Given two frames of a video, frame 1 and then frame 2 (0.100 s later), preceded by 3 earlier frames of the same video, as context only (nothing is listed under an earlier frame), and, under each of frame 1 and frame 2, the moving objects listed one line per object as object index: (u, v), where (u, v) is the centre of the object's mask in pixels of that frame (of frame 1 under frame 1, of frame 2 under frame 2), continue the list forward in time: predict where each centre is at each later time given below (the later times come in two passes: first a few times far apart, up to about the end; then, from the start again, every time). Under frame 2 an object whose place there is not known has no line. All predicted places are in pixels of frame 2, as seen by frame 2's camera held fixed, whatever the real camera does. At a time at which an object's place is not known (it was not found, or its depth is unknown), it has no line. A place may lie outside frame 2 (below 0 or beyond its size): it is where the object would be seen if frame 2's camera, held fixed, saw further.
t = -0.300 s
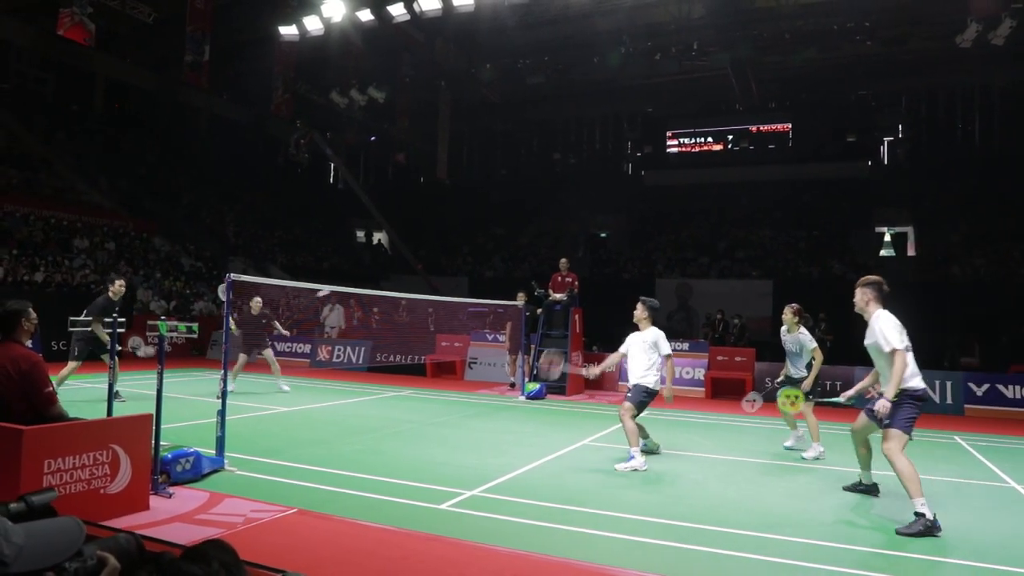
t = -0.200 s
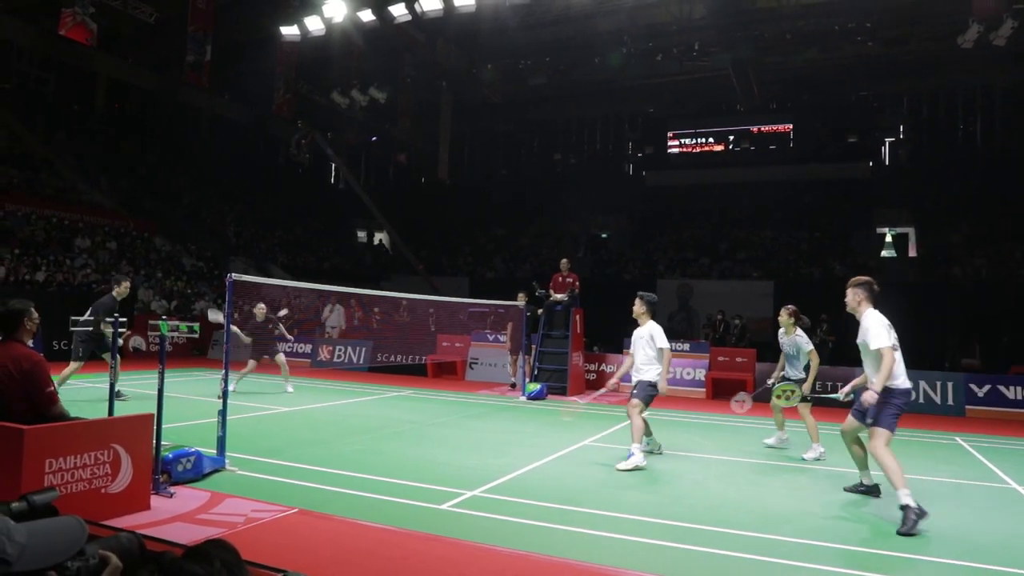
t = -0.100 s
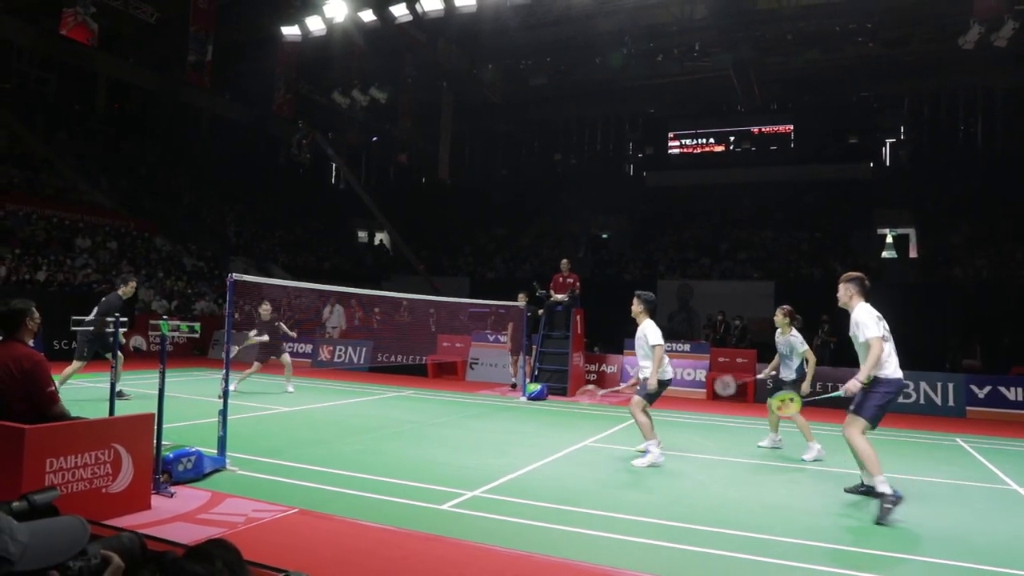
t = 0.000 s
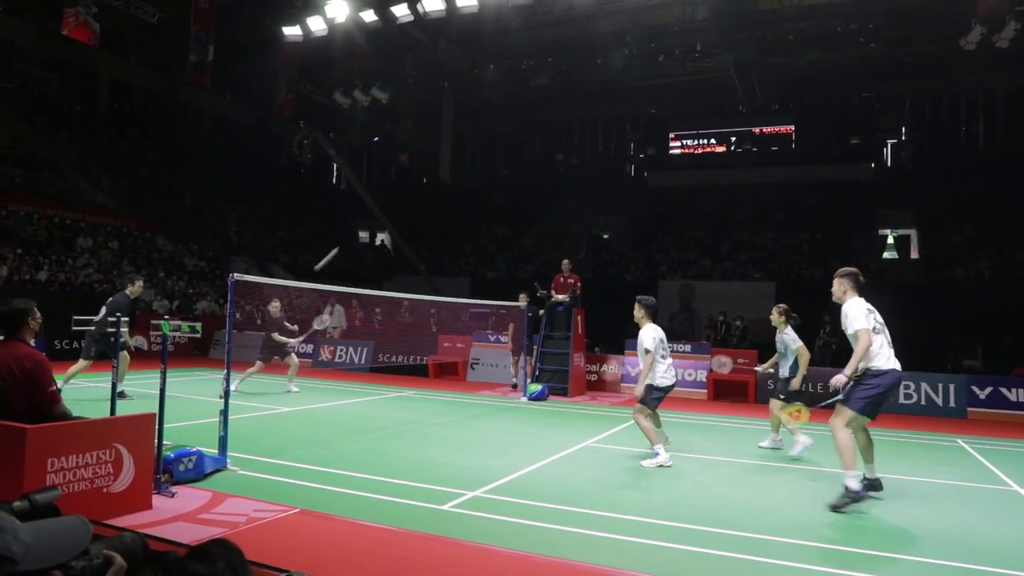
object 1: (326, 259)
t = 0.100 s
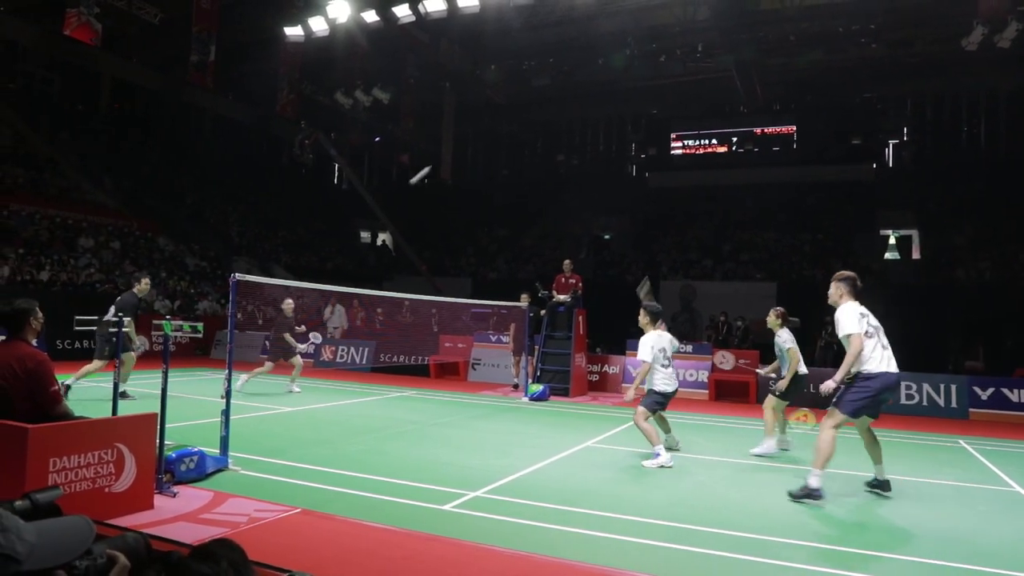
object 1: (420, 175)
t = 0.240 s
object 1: (525, 93)
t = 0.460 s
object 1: (662, 21)
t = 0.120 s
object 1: (436, 162)
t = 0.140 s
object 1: (452, 148)
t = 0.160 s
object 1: (468, 137)
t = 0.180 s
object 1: (483, 124)
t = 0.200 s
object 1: (497, 114)
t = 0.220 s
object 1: (511, 103)
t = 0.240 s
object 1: (525, 93)
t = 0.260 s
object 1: (538, 84)
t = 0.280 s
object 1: (551, 76)
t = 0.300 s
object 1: (564, 68)
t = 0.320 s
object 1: (577, 60)
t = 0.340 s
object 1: (590, 53)
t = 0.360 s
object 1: (602, 46)
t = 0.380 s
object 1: (614, 40)
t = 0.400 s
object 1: (626, 35)
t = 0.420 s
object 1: (638, 30)
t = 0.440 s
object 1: (650, 25)
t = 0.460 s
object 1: (662, 21)
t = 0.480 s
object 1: (673, 17)
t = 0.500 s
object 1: (684, 13)
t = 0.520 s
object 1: (695, 10)
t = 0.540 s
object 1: (707, 8)
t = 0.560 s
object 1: (718, 6)
